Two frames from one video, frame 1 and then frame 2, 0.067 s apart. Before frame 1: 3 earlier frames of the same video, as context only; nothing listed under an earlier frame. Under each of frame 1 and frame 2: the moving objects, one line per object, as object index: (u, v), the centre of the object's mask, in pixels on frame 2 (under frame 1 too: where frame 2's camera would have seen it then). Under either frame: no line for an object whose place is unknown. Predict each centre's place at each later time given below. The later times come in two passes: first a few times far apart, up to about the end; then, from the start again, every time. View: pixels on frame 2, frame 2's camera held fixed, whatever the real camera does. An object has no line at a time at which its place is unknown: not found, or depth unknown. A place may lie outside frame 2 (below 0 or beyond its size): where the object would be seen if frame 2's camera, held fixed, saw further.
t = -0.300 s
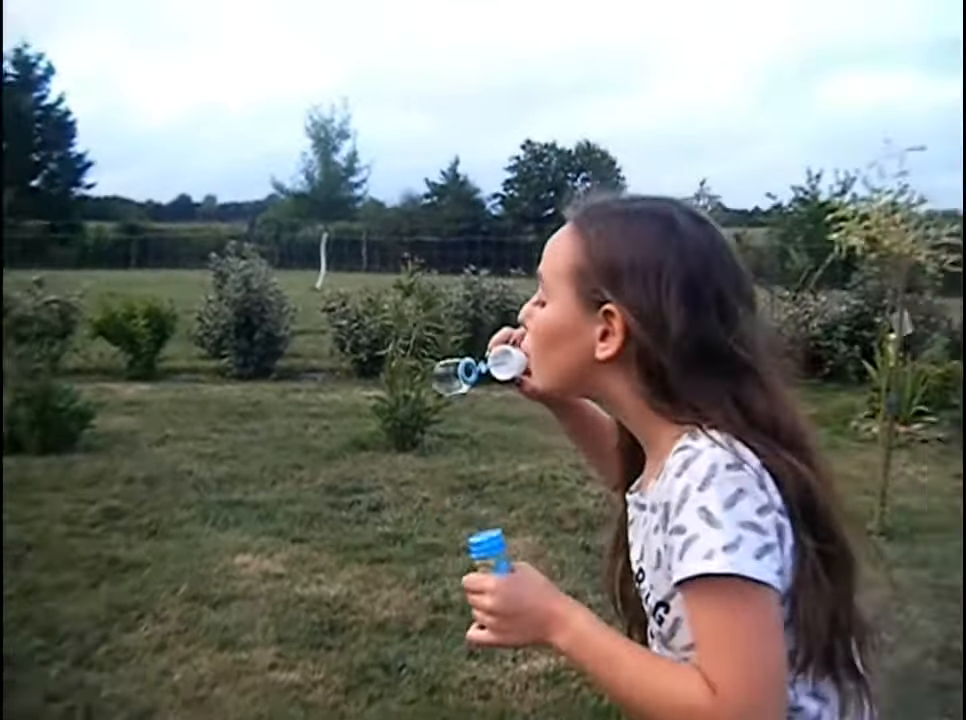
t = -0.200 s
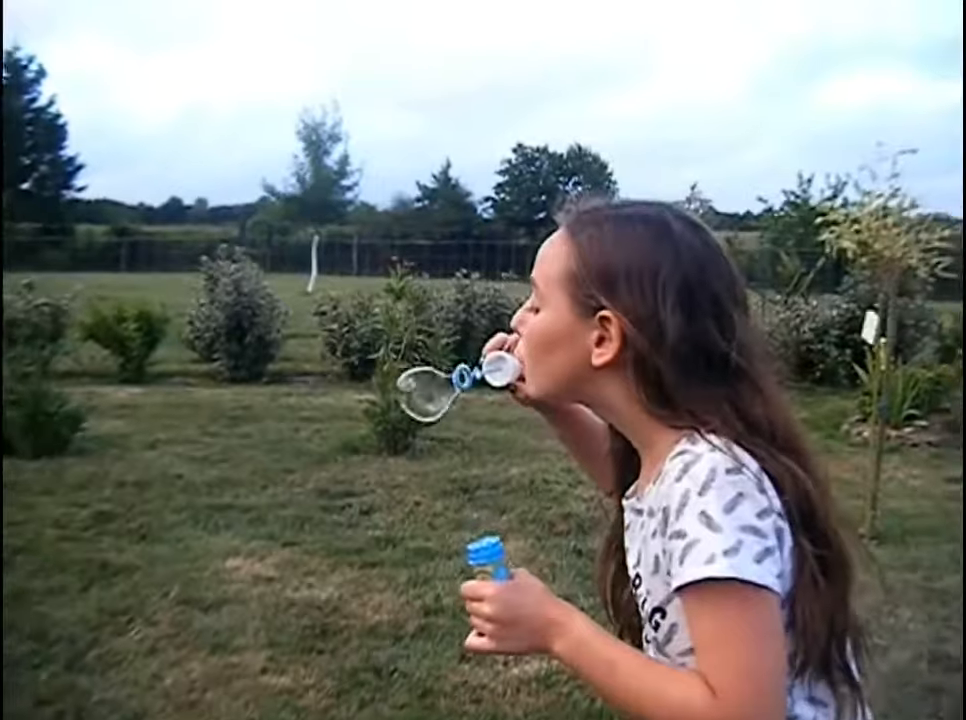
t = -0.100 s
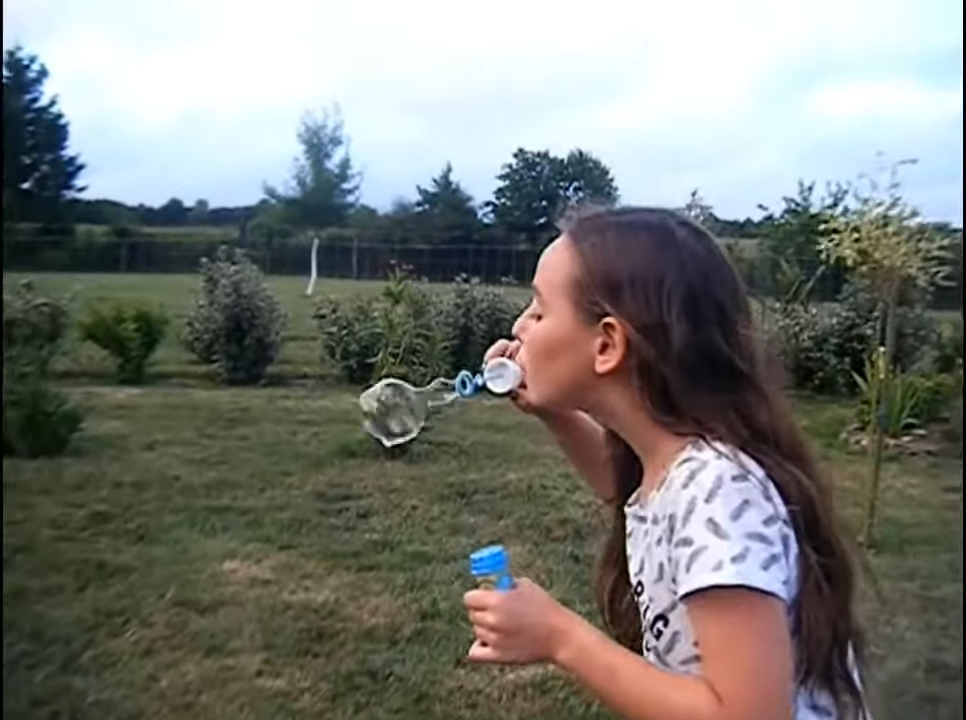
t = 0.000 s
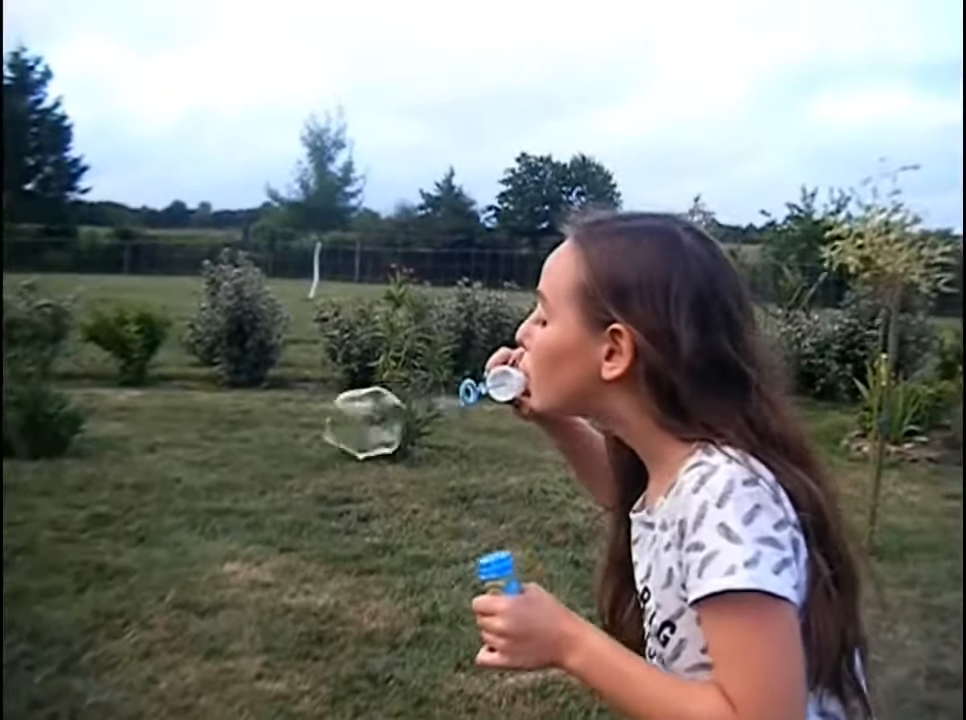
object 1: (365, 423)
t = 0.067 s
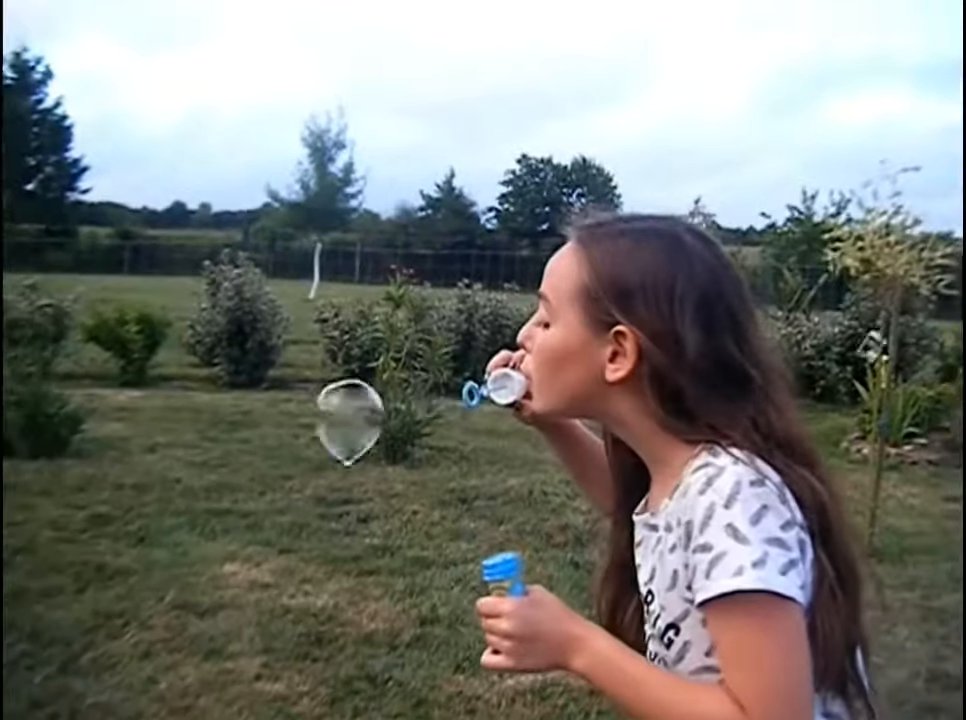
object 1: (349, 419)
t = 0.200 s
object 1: (372, 369)
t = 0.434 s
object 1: (514, 262)
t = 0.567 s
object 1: (602, 206)
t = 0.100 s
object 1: (346, 411)
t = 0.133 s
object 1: (348, 401)
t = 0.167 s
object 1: (360, 385)
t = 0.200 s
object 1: (372, 369)
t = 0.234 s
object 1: (388, 352)
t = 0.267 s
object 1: (407, 336)
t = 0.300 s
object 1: (427, 319)
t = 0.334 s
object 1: (447, 304)
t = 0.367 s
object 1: (469, 289)
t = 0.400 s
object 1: (491, 275)
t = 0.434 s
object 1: (514, 262)
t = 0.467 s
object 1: (536, 248)
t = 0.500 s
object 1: (556, 235)
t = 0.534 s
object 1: (578, 219)
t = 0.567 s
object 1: (602, 206)
